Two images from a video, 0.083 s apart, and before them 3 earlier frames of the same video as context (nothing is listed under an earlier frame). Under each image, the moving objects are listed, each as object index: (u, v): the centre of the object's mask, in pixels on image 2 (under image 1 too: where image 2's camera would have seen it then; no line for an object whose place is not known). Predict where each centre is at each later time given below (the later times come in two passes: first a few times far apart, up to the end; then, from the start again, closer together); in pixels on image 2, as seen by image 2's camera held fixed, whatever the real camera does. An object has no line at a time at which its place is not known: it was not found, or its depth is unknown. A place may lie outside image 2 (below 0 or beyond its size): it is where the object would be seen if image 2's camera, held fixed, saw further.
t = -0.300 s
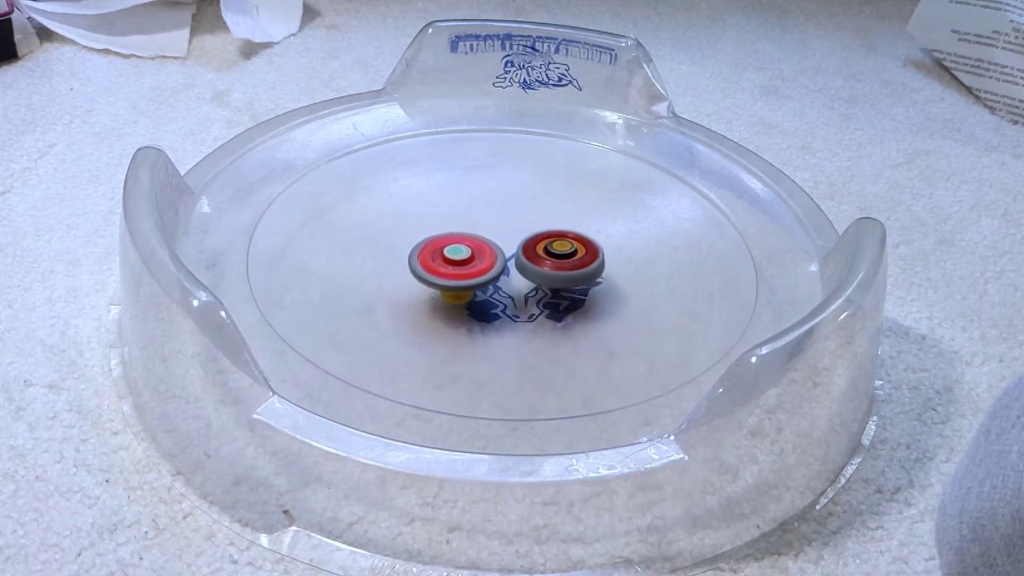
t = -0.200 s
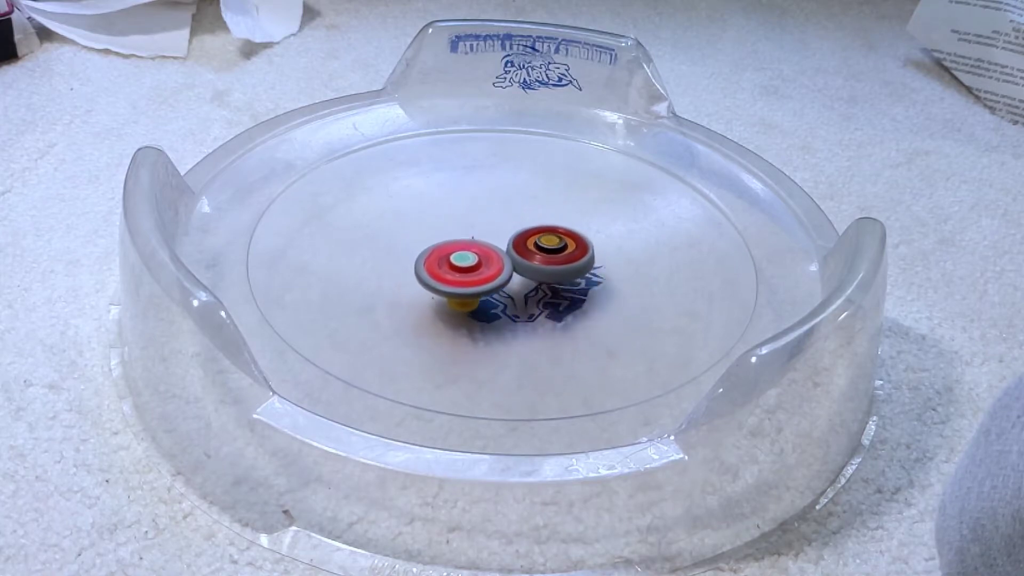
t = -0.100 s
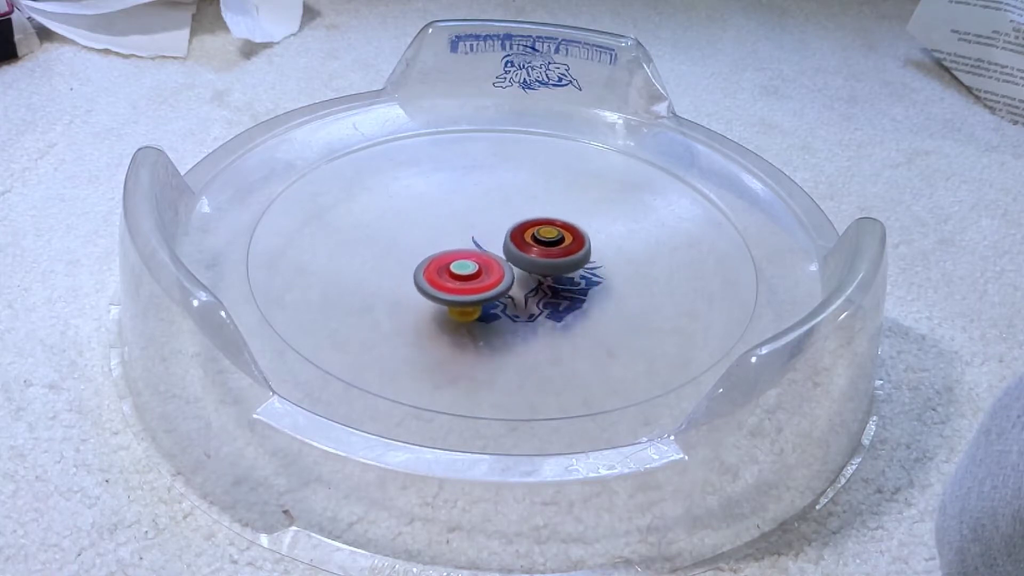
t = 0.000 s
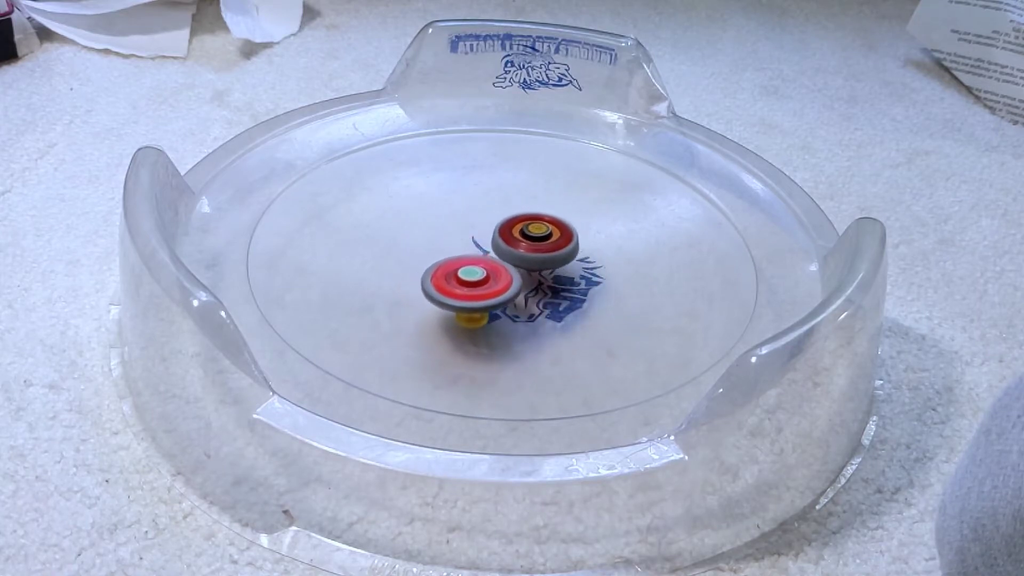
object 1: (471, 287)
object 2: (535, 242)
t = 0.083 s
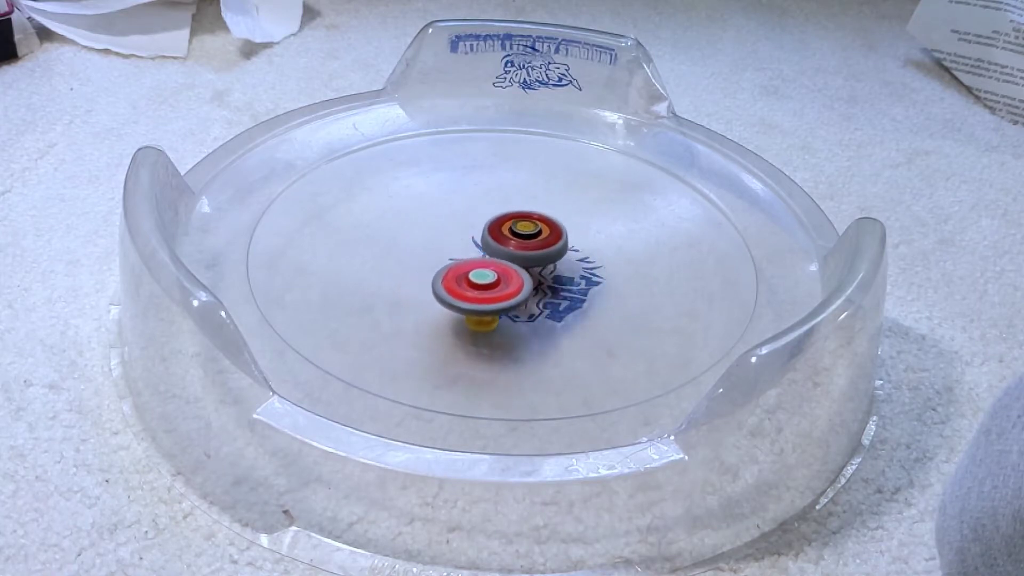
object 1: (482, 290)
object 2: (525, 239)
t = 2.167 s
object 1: (496, 216)
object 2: (502, 286)
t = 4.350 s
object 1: (513, 284)
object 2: (475, 232)
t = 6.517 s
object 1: (482, 238)
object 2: (538, 289)
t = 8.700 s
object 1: (522, 289)
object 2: (458, 213)
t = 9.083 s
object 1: (552, 263)
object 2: (428, 234)
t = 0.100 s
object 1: (484, 290)
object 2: (523, 238)
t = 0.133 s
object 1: (489, 291)
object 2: (518, 238)
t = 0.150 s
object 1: (491, 291)
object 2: (516, 238)
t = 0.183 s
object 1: (495, 291)
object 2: (511, 237)
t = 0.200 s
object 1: (496, 291)
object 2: (509, 237)
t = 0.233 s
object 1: (499, 291)
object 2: (504, 237)
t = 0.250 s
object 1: (500, 291)
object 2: (502, 237)
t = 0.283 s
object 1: (504, 291)
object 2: (497, 237)
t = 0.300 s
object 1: (505, 291)
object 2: (494, 237)
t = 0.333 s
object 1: (508, 291)
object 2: (490, 238)
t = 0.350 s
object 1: (510, 290)
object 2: (487, 238)
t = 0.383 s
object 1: (513, 289)
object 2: (483, 239)
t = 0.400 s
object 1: (514, 288)
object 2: (481, 239)
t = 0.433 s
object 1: (518, 289)
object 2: (476, 240)
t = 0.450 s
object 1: (520, 289)
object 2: (475, 240)
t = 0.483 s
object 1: (523, 287)
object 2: (471, 241)
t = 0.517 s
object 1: (525, 286)
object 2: (468, 242)
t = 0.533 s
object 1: (525, 285)
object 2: (466, 243)
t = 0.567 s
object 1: (536, 288)
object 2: (460, 239)
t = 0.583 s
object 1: (540, 289)
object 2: (457, 237)
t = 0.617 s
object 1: (545, 288)
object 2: (453, 236)
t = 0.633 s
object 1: (546, 288)
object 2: (451, 237)
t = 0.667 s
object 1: (549, 286)
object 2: (449, 238)
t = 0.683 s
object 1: (550, 285)
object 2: (448, 238)
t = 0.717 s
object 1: (552, 284)
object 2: (446, 239)
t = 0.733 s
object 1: (553, 283)
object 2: (445, 240)
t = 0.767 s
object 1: (554, 281)
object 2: (444, 241)
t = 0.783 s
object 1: (554, 280)
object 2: (444, 241)
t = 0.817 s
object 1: (554, 278)
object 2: (443, 242)
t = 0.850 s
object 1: (554, 276)
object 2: (442, 243)
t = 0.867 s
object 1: (554, 275)
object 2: (442, 244)
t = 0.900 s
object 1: (551, 272)
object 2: (441, 245)
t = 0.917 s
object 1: (550, 271)
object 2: (441, 245)
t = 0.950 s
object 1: (547, 269)
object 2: (440, 246)
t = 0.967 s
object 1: (546, 267)
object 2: (440, 247)
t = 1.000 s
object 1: (543, 265)
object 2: (440, 248)
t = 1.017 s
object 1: (541, 264)
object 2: (441, 249)
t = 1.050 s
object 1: (538, 262)
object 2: (441, 250)
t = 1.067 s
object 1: (536, 261)
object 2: (441, 251)
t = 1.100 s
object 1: (537, 260)
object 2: (437, 251)
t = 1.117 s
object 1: (540, 259)
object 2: (433, 251)
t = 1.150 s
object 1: (541, 256)
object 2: (429, 251)
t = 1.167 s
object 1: (540, 256)
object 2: (429, 251)
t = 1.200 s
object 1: (539, 253)
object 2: (429, 253)
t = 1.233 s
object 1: (536, 252)
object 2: (431, 254)
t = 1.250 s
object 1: (535, 251)
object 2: (432, 255)
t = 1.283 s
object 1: (532, 250)
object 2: (433, 257)
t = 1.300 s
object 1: (531, 249)
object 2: (434, 258)
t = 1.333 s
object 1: (528, 248)
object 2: (436, 260)
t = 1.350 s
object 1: (526, 247)
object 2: (438, 261)
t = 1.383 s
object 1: (529, 245)
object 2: (434, 263)
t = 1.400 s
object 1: (529, 244)
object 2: (433, 263)
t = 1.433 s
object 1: (527, 242)
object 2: (434, 265)
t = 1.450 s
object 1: (526, 242)
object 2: (435, 265)
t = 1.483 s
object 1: (523, 240)
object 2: (437, 267)
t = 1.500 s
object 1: (522, 240)
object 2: (438, 267)
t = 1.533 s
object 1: (519, 239)
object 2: (441, 269)
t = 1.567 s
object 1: (517, 239)
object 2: (444, 270)
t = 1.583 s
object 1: (518, 238)
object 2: (443, 272)
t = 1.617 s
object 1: (520, 235)
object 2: (442, 273)
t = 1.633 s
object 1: (520, 234)
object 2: (442, 274)
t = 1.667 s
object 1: (519, 232)
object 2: (445, 276)
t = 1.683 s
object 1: (518, 232)
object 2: (447, 277)
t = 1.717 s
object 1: (517, 231)
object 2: (451, 278)
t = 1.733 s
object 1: (516, 231)
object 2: (453, 279)
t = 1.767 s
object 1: (515, 230)
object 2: (456, 280)
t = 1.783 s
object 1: (514, 230)
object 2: (458, 280)
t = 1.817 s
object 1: (512, 229)
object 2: (462, 281)
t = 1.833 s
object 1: (512, 229)
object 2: (464, 281)
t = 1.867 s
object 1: (510, 228)
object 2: (469, 281)
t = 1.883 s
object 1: (509, 228)
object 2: (472, 281)
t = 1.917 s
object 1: (507, 227)
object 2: (476, 281)
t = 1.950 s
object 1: (508, 225)
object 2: (478, 284)
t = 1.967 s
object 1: (508, 223)
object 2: (478, 286)
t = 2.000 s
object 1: (506, 220)
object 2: (481, 287)
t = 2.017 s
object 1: (505, 219)
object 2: (483, 287)
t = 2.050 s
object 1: (503, 218)
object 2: (488, 287)
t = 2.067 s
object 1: (502, 218)
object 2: (491, 287)
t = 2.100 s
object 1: (501, 217)
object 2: (495, 287)
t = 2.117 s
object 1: (500, 217)
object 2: (497, 287)
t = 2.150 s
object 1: (498, 216)
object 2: (501, 287)
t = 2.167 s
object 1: (496, 216)
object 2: (502, 286)
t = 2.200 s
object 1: (494, 217)
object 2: (505, 285)
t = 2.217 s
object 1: (492, 217)
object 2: (507, 285)
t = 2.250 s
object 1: (491, 218)
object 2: (510, 285)
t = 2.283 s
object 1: (490, 220)
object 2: (513, 284)
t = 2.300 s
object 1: (489, 221)
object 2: (515, 283)
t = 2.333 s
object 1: (488, 222)
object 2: (518, 282)
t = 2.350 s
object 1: (488, 223)
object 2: (520, 281)
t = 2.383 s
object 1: (487, 224)
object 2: (522, 280)
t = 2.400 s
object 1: (486, 224)
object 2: (524, 280)
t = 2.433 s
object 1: (484, 225)
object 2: (526, 280)
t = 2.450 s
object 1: (483, 225)
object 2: (527, 280)
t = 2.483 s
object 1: (481, 227)
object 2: (529, 279)
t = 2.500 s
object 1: (480, 227)
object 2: (530, 278)
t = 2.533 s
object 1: (478, 228)
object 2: (534, 278)
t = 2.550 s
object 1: (476, 228)
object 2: (535, 278)
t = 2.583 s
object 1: (474, 229)
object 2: (538, 276)
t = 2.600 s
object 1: (473, 229)
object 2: (539, 276)
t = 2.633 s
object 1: (472, 232)
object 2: (541, 275)
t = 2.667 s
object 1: (472, 234)
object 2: (543, 274)
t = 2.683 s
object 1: (472, 234)
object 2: (545, 273)
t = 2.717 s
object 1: (469, 235)
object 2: (548, 273)
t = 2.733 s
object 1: (469, 236)
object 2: (549, 273)
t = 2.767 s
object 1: (468, 238)
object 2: (550, 272)
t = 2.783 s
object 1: (469, 239)
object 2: (551, 271)
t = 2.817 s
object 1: (469, 241)
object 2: (553, 270)
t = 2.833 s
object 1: (467, 241)
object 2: (555, 270)
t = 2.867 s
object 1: (460, 241)
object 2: (563, 270)
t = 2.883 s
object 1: (458, 242)
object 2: (564, 270)
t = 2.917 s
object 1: (456, 244)
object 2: (567, 268)
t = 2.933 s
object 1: (456, 245)
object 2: (568, 267)
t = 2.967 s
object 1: (456, 247)
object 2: (570, 266)
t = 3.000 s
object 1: (456, 248)
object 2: (571, 264)
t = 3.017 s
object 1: (456, 249)
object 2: (572, 263)
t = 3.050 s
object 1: (457, 250)
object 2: (572, 262)
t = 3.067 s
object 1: (457, 251)
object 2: (573, 261)
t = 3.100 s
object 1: (458, 252)
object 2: (573, 260)
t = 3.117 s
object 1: (459, 253)
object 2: (572, 259)
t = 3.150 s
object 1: (460, 255)
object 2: (572, 258)
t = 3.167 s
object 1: (461, 256)
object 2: (571, 257)
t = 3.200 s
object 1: (463, 257)
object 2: (570, 256)
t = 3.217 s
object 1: (464, 258)
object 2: (569, 255)
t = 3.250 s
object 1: (467, 260)
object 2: (568, 254)
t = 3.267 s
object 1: (468, 260)
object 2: (567, 253)
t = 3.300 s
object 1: (471, 261)
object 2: (564, 252)
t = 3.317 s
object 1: (473, 262)
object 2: (563, 251)
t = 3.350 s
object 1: (470, 263)
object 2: (566, 250)
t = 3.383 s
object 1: (468, 265)
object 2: (566, 249)
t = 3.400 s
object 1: (469, 266)
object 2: (565, 248)
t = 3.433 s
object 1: (470, 267)
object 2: (563, 247)
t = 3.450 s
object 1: (471, 267)
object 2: (562, 246)
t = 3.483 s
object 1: (472, 268)
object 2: (559, 245)
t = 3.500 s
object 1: (473, 268)
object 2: (558, 245)
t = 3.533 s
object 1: (475, 269)
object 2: (556, 244)
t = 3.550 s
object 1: (476, 269)
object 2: (554, 243)
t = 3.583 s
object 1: (477, 270)
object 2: (552, 242)
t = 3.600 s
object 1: (477, 271)
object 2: (551, 242)
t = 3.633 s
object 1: (479, 272)
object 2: (548, 241)
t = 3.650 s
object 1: (476, 274)
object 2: (548, 240)
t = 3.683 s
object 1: (470, 279)
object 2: (551, 237)
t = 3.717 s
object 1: (469, 282)
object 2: (550, 236)
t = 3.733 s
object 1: (469, 283)
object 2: (549, 235)
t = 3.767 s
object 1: (471, 286)
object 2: (544, 234)
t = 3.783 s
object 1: (472, 287)
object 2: (543, 234)
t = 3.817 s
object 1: (475, 290)
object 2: (539, 233)
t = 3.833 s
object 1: (476, 291)
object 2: (538, 233)
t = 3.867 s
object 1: (481, 293)
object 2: (534, 232)
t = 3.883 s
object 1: (483, 294)
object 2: (532, 232)
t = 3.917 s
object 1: (488, 294)
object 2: (529, 232)
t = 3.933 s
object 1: (490, 294)
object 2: (527, 232)
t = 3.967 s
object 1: (494, 293)
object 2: (522, 233)
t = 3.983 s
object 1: (496, 292)
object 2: (520, 233)
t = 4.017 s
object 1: (499, 291)
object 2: (517, 233)
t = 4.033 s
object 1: (500, 289)
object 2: (515, 233)
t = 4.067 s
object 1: (502, 287)
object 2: (511, 233)
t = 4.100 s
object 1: (503, 285)
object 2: (507, 233)
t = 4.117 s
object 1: (502, 285)
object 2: (505, 232)
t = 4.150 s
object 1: (504, 288)
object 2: (503, 230)
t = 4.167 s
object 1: (505, 288)
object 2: (501, 230)
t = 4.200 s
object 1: (507, 287)
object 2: (497, 231)
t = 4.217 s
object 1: (507, 287)
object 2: (494, 231)
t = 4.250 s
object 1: (509, 286)
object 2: (489, 231)
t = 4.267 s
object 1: (510, 285)
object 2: (487, 231)
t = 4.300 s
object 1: (511, 283)
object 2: (482, 232)
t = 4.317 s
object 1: (511, 282)
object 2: (479, 232)
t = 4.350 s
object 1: (513, 284)
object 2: (475, 232)
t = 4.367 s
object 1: (515, 284)
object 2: (473, 232)
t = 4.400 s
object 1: (517, 285)
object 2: (469, 232)
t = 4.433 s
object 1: (518, 284)
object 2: (465, 234)
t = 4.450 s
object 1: (519, 283)
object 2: (463, 234)
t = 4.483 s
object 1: (520, 282)
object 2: (460, 236)
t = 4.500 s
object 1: (520, 281)
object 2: (458, 237)
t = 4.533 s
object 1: (521, 279)
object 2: (455, 239)
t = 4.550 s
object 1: (523, 279)
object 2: (454, 239)
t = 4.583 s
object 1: (525, 278)
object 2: (451, 240)
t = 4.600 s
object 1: (526, 278)
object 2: (450, 241)
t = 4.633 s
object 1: (527, 276)
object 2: (448, 243)
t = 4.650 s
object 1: (527, 276)
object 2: (447, 244)
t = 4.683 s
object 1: (528, 274)
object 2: (446, 245)
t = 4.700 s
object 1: (529, 273)
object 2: (445, 246)
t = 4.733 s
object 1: (531, 271)
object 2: (444, 247)
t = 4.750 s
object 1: (531, 270)
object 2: (444, 248)
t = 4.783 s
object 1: (532, 268)
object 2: (443, 249)
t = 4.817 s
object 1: (534, 266)
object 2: (441, 250)
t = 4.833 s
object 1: (537, 266)
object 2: (439, 249)
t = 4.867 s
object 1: (539, 264)
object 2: (437, 250)
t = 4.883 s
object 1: (540, 263)
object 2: (437, 250)
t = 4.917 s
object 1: (540, 261)
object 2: (436, 251)
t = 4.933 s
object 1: (540, 259)
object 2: (436, 252)
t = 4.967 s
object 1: (539, 257)
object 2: (435, 253)
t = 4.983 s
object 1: (538, 256)
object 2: (435, 253)
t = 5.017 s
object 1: (536, 253)
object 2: (435, 255)
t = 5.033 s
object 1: (534, 253)
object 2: (435, 256)
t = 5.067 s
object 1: (532, 252)
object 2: (435, 257)
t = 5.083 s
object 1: (530, 251)
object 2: (436, 258)
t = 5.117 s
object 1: (527, 250)
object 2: (436, 260)
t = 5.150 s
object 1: (532, 248)
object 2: (430, 261)
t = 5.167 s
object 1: (533, 247)
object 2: (430, 262)
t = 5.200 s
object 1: (533, 244)
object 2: (431, 264)
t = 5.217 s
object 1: (532, 243)
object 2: (431, 265)
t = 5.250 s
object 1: (529, 241)
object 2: (433, 267)
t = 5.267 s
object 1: (528, 240)
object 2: (434, 268)
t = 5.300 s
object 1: (524, 239)
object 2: (436, 269)
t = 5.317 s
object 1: (522, 239)
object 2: (437, 270)
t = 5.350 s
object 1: (517, 239)
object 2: (440, 272)
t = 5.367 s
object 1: (515, 238)
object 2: (441, 273)
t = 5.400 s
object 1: (512, 238)
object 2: (443, 274)
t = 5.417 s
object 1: (514, 235)
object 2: (440, 276)
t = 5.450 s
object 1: (515, 232)
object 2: (439, 278)
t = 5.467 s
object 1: (514, 230)
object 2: (441, 279)
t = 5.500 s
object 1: (512, 229)
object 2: (443, 280)
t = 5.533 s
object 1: (510, 229)
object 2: (446, 282)
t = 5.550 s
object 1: (509, 229)
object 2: (447, 282)
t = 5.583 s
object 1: (508, 229)
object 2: (451, 283)
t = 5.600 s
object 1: (507, 229)
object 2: (453, 284)
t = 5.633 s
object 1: (505, 230)
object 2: (457, 285)
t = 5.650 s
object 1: (505, 230)
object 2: (459, 286)
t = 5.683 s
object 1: (503, 230)
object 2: (464, 286)
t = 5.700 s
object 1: (502, 231)
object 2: (466, 287)
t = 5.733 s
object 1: (501, 231)
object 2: (470, 287)
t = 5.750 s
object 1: (500, 231)
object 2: (471, 287)
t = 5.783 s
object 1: (499, 232)
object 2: (474, 287)
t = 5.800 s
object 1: (499, 231)
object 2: (474, 288)
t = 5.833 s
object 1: (498, 232)
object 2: (476, 288)
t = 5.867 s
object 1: (497, 231)
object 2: (479, 288)
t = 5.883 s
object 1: (497, 231)
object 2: (480, 288)
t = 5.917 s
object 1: (496, 231)
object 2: (483, 289)
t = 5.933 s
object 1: (496, 231)
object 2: (485, 289)
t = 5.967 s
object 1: (495, 231)
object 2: (489, 290)
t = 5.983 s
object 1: (495, 229)
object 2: (490, 292)
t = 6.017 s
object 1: (493, 227)
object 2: (491, 292)
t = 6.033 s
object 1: (492, 226)
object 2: (492, 292)
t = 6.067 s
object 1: (491, 226)
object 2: (495, 293)
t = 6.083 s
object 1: (490, 226)
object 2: (497, 293)
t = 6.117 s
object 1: (489, 226)
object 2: (501, 293)
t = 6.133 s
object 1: (489, 227)
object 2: (503, 293)
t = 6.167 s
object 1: (488, 227)
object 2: (506, 293)
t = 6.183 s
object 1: (487, 227)
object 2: (508, 293)
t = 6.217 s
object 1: (486, 228)
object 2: (511, 293)
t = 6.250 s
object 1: (485, 229)
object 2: (515, 292)
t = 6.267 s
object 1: (485, 230)
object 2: (516, 292)
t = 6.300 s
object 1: (484, 231)
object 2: (520, 292)
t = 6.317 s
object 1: (484, 231)
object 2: (521, 291)
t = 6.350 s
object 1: (484, 233)
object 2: (524, 291)
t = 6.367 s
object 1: (484, 234)
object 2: (525, 290)
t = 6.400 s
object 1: (484, 235)
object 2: (528, 290)
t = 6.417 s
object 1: (485, 236)
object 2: (529, 289)
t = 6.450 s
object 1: (485, 238)
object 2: (532, 289)
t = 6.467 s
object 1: (485, 238)
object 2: (534, 289)
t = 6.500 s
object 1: (483, 238)
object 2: (537, 289)
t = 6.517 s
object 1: (482, 238)
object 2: (538, 289)
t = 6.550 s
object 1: (481, 238)
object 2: (541, 288)
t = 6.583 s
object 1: (481, 239)
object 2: (543, 287)
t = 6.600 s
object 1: (481, 240)
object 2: (544, 287)
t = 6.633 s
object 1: (481, 241)
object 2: (547, 285)
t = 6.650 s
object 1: (481, 241)
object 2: (548, 284)
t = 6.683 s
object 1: (482, 243)
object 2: (551, 283)
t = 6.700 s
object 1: (480, 242)
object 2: (555, 283)
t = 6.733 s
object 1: (473, 241)
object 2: (561, 284)
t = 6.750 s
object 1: (471, 241)
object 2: (562, 283)
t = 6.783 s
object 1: (468, 243)
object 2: (564, 282)
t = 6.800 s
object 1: (468, 244)
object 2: (565, 282)
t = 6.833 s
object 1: (468, 246)
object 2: (567, 280)
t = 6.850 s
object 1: (468, 247)
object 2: (568, 279)
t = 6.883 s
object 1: (470, 250)
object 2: (569, 278)
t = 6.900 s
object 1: (471, 251)
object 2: (570, 277)
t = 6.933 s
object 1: (474, 253)
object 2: (570, 275)
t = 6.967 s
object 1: (477, 255)
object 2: (571, 274)
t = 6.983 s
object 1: (479, 256)
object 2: (571, 273)
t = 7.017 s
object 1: (478, 256)
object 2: (575, 273)
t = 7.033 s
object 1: (478, 257)
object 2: (575, 272)
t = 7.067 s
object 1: (479, 257)
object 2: (576, 271)
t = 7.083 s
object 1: (480, 257)
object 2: (576, 270)
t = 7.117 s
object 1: (482, 258)
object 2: (576, 268)
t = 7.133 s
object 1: (481, 258)
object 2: (577, 267)
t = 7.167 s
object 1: (476, 258)
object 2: (580, 266)
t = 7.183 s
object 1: (475, 258)
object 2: (580, 266)
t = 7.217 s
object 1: (474, 259)
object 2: (580, 264)
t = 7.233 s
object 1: (474, 259)
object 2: (580, 263)
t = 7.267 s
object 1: (474, 259)
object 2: (580, 262)
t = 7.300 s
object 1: (474, 259)
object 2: (579, 260)
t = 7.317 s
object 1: (475, 259)
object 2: (578, 259)
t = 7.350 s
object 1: (475, 259)
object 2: (577, 258)
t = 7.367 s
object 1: (475, 259)
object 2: (576, 257)
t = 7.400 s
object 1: (476, 258)
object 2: (573, 255)
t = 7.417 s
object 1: (477, 258)
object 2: (572, 255)
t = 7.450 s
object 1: (477, 258)
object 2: (569, 253)
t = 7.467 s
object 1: (476, 258)
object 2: (569, 252)
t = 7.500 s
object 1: (473, 259)
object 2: (568, 251)
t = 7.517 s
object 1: (473, 259)
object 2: (567, 250)
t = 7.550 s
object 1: (472, 259)
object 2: (565, 249)
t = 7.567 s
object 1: (472, 259)
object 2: (563, 248)
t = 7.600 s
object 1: (472, 259)
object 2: (561, 247)
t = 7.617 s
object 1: (472, 259)
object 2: (559, 246)
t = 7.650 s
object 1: (461, 261)
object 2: (565, 243)
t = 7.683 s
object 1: (455, 263)
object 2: (565, 243)
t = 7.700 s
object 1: (453, 264)
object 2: (564, 242)
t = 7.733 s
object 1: (450, 265)
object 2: (562, 241)
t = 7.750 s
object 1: (449, 266)
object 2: (561, 241)
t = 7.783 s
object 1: (447, 267)
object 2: (558, 240)
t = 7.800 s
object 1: (447, 268)
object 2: (557, 239)
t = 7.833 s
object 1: (447, 270)
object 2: (553, 238)
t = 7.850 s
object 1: (448, 271)
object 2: (552, 238)
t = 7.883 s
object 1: (450, 272)
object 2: (547, 237)
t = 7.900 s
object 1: (451, 273)
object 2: (546, 237)
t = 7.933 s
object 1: (454, 273)
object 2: (542, 236)
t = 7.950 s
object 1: (456, 274)
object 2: (539, 236)
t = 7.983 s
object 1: (459, 274)
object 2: (535, 235)
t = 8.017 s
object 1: (461, 273)
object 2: (531, 235)
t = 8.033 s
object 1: (462, 273)
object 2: (529, 234)
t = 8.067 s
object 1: (466, 272)
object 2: (526, 234)
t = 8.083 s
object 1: (467, 271)
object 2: (524, 234)
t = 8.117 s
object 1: (457, 278)
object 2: (528, 228)
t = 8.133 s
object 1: (453, 280)
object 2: (529, 226)
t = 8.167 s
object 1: (453, 285)
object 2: (529, 224)
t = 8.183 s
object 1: (454, 286)
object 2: (527, 224)
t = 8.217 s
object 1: (458, 289)
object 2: (523, 223)
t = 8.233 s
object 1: (460, 290)
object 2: (521, 223)
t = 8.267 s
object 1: (464, 291)
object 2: (516, 222)
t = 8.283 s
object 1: (466, 292)
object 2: (514, 222)
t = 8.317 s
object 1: (470, 292)
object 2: (509, 222)
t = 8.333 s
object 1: (472, 292)
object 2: (507, 222)
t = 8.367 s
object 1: (477, 292)
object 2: (503, 222)
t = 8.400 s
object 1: (481, 291)
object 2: (499, 223)
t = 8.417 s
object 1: (483, 291)
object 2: (498, 223)
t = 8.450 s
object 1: (487, 289)
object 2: (494, 224)
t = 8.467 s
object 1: (489, 288)
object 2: (492, 224)
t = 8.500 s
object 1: (491, 286)
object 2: (488, 225)
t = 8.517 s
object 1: (493, 285)
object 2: (487, 225)
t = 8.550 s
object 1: (495, 283)
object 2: (483, 226)
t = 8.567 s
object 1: (497, 281)
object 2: (481, 226)
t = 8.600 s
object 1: (499, 278)
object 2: (476, 226)
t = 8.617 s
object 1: (501, 277)
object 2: (473, 226)
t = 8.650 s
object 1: (509, 284)
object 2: (466, 220)
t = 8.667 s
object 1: (513, 287)
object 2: (463, 216)
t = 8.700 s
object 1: (522, 289)
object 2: (458, 213)
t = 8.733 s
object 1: (529, 289)
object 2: (454, 213)
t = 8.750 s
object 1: (532, 288)
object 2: (452, 214)
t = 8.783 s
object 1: (538, 287)
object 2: (448, 215)
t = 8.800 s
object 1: (539, 286)
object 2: (446, 216)
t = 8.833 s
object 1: (544, 285)
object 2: (443, 218)
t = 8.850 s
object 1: (546, 284)
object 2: (442, 219)
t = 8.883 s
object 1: (549, 281)
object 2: (439, 220)
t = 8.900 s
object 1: (551, 280)
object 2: (438, 221)
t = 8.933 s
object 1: (554, 277)
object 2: (435, 223)
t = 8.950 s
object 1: (555, 276)
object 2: (434, 224)
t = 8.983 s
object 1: (555, 273)
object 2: (432, 227)
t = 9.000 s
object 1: (556, 271)
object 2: (431, 228)
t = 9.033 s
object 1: (555, 268)
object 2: (429, 230)
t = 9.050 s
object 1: (554, 266)
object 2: (429, 231)
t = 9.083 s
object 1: (552, 263)
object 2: (428, 234)
